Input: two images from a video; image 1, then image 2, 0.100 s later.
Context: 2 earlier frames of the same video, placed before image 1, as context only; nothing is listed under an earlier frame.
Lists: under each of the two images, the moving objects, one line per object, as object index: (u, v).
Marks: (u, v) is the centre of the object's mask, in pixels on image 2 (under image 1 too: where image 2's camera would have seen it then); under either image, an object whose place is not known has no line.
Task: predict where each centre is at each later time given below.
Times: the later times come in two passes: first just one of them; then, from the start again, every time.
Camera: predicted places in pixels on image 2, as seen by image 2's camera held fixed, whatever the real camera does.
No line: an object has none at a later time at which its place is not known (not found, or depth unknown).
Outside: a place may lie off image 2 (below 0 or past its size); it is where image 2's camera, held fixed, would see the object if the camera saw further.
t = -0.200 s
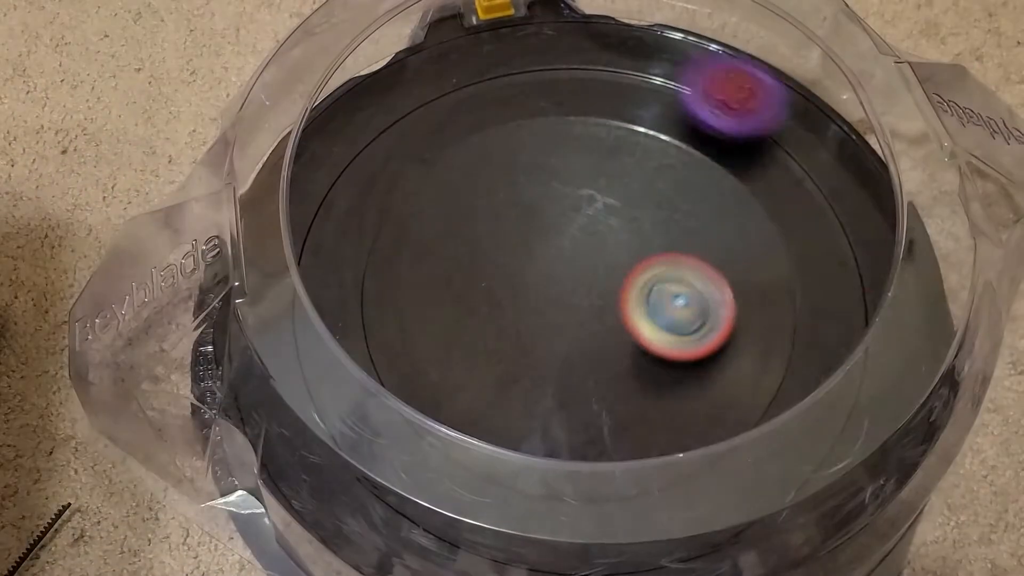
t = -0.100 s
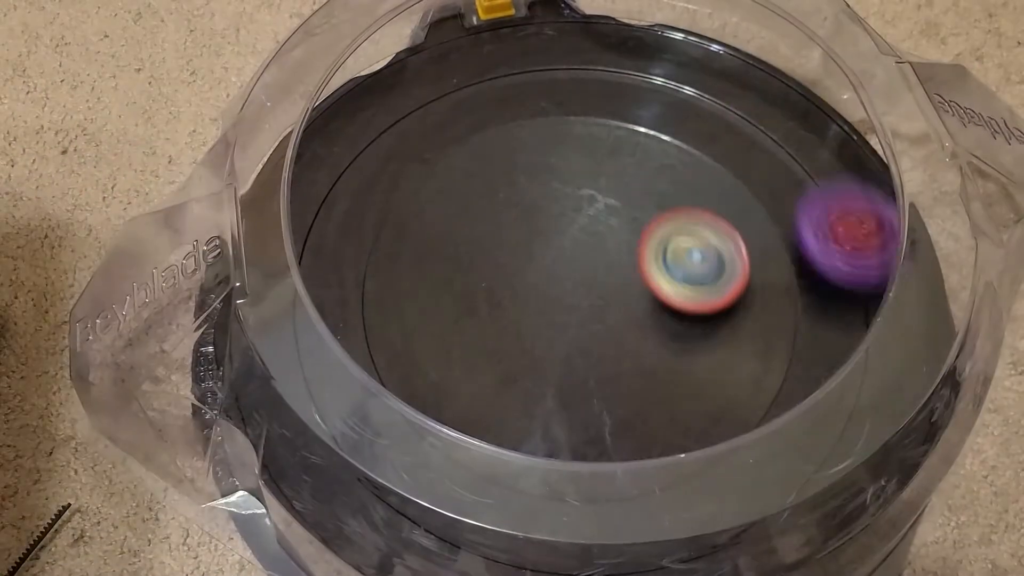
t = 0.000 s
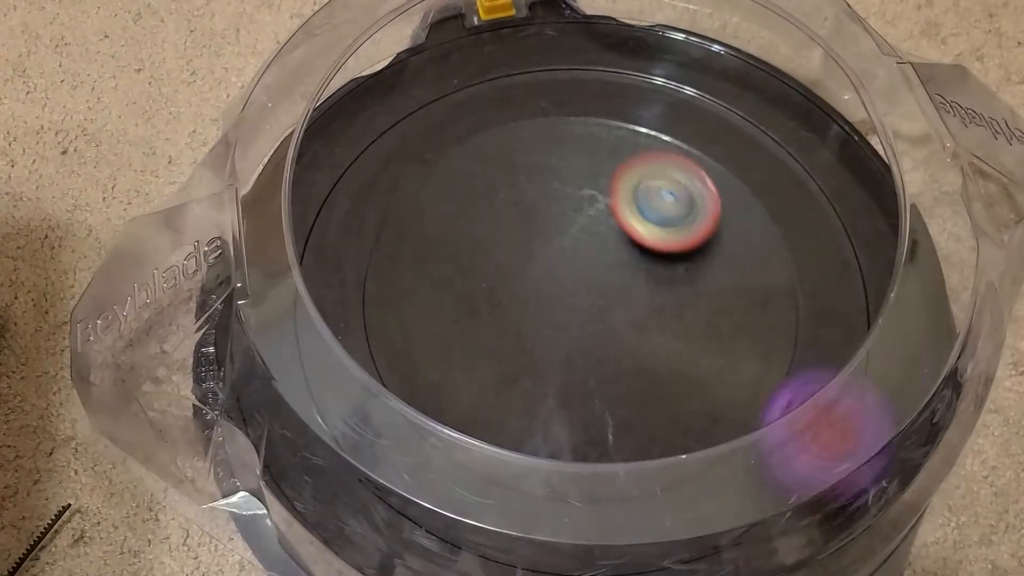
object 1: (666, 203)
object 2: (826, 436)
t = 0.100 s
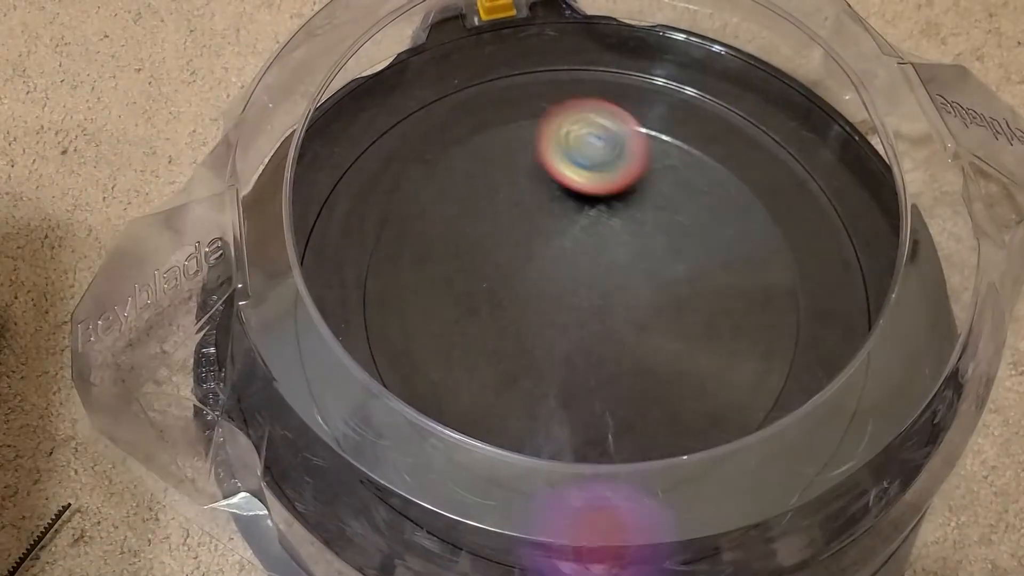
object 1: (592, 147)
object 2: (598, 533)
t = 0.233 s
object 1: (443, 123)
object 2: (320, 361)
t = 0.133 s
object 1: (559, 132)
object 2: (506, 527)
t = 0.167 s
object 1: (523, 123)
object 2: (421, 494)
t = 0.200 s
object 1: (482, 120)
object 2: (356, 435)
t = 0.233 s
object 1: (443, 123)
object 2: (320, 361)
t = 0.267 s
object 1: (409, 127)
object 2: (305, 289)
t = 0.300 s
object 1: (382, 131)
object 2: (317, 222)
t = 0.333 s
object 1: (447, 76)
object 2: (273, 233)
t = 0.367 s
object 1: (545, 30)
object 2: (194, 283)
